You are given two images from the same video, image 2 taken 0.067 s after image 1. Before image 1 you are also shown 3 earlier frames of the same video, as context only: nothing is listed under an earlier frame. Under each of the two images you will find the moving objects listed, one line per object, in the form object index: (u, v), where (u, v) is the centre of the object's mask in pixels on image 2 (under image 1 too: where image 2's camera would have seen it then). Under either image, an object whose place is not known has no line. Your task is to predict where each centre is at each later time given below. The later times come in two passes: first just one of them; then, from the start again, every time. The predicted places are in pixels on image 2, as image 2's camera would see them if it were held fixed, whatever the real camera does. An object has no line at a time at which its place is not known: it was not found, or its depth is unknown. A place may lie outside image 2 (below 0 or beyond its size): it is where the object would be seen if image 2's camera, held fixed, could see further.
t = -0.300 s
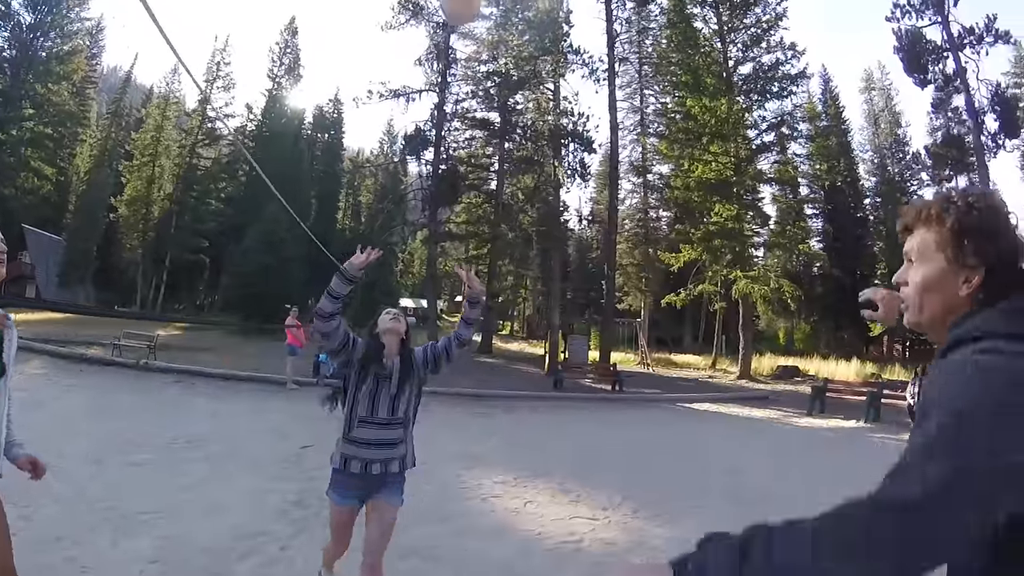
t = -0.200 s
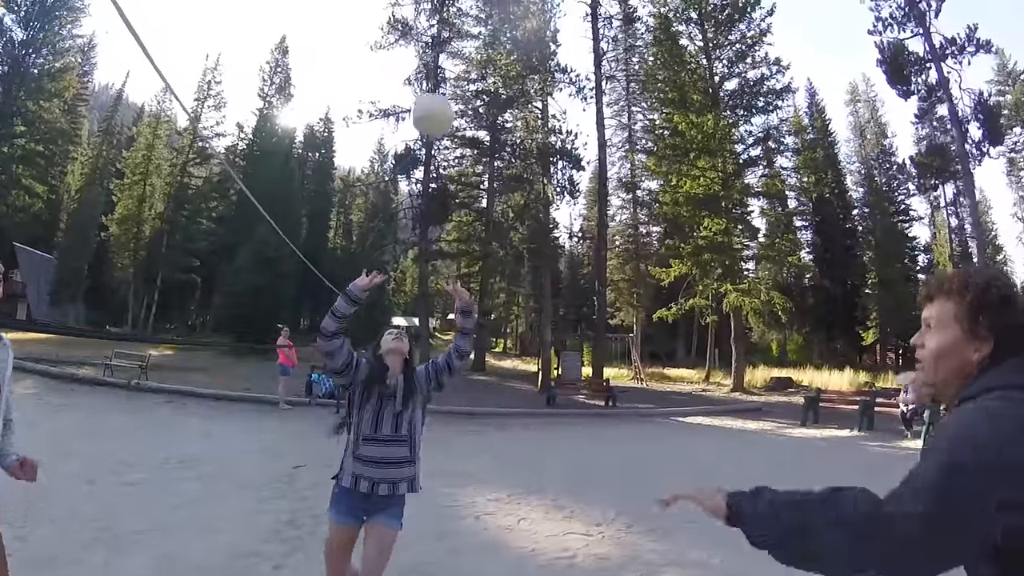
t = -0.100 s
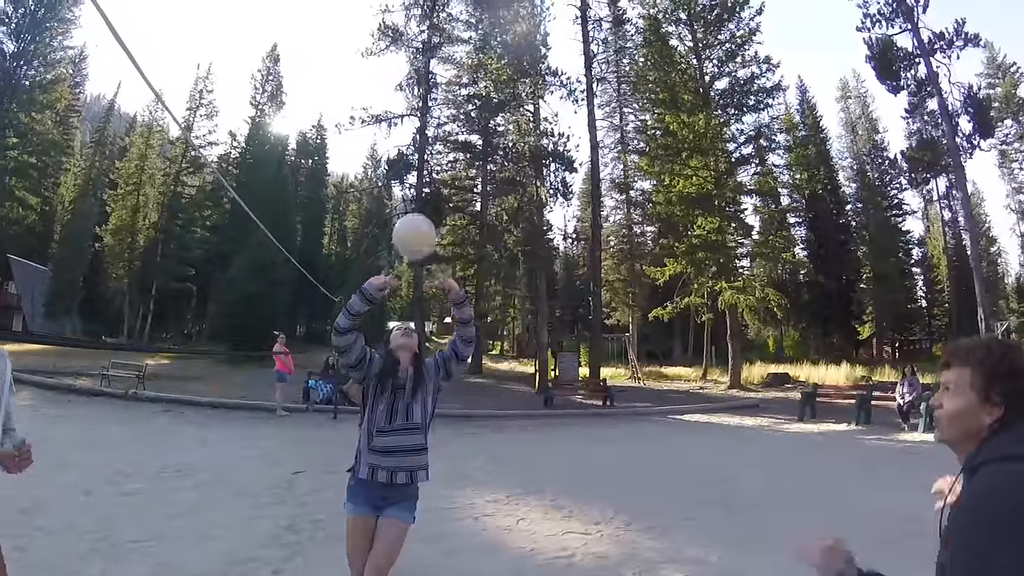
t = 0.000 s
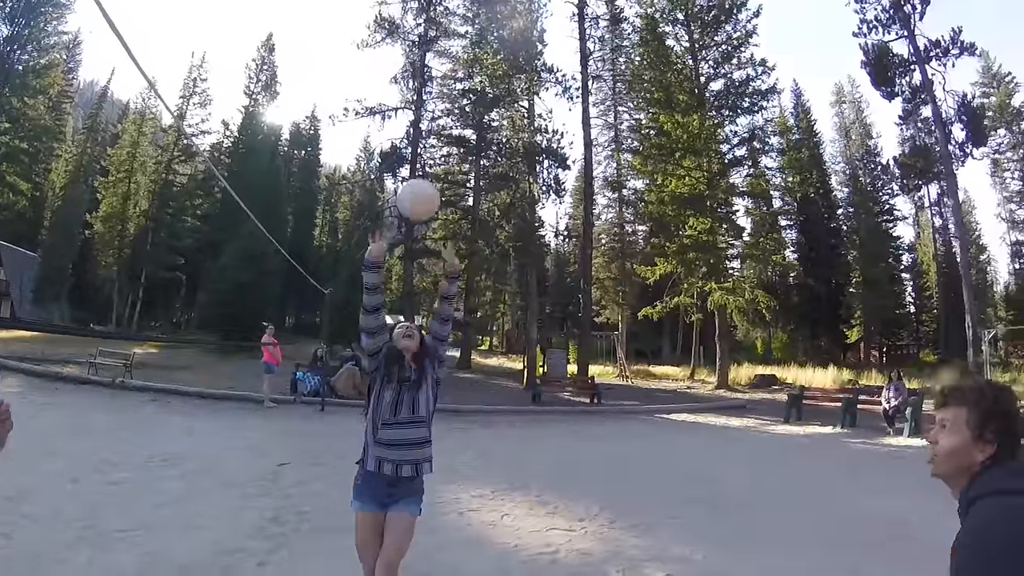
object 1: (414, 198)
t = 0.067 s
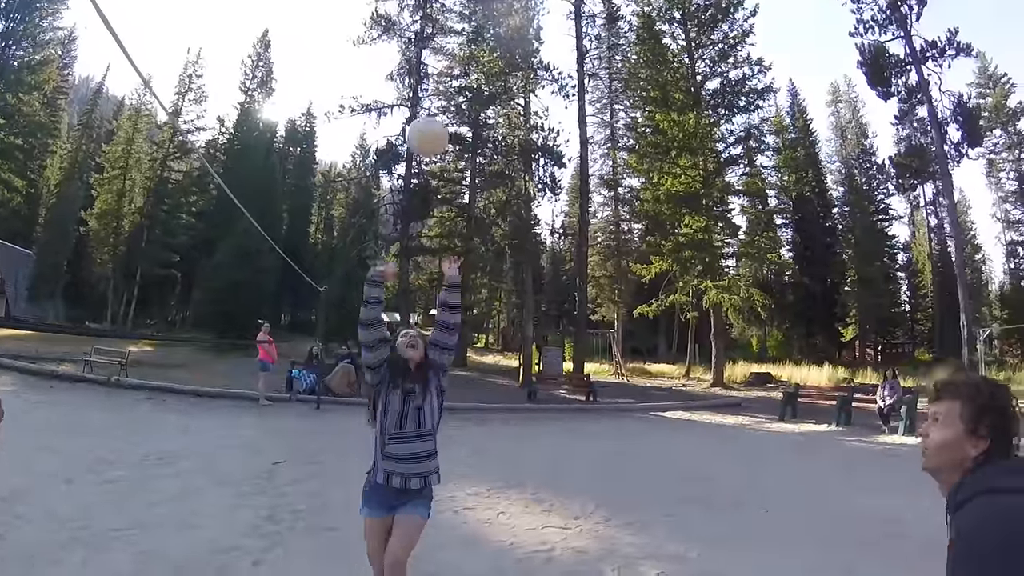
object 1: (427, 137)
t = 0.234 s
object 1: (453, 37)
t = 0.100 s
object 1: (434, 110)
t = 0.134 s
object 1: (440, 88)
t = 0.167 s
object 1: (444, 67)
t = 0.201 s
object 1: (450, 50)
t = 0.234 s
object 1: (453, 37)
